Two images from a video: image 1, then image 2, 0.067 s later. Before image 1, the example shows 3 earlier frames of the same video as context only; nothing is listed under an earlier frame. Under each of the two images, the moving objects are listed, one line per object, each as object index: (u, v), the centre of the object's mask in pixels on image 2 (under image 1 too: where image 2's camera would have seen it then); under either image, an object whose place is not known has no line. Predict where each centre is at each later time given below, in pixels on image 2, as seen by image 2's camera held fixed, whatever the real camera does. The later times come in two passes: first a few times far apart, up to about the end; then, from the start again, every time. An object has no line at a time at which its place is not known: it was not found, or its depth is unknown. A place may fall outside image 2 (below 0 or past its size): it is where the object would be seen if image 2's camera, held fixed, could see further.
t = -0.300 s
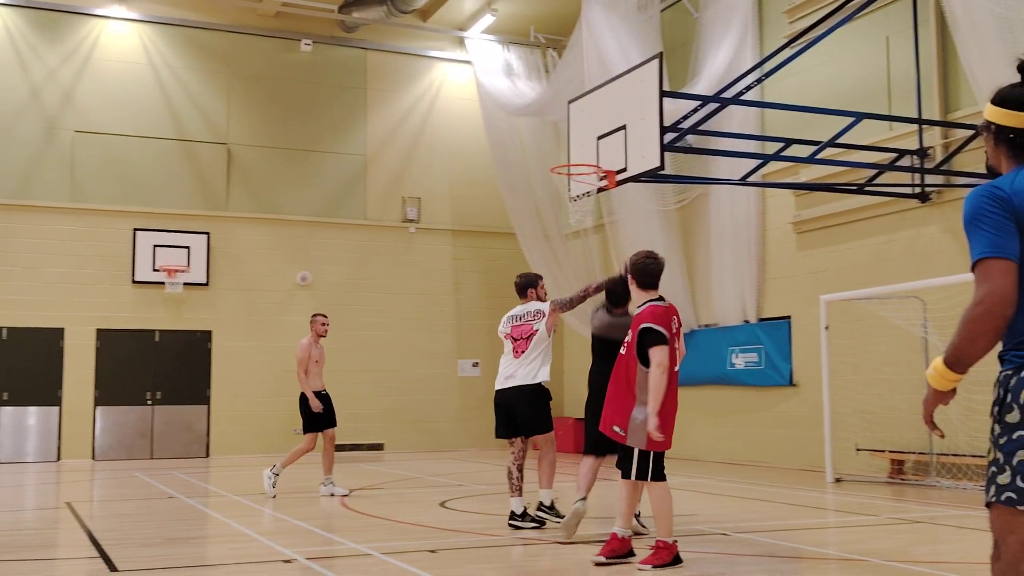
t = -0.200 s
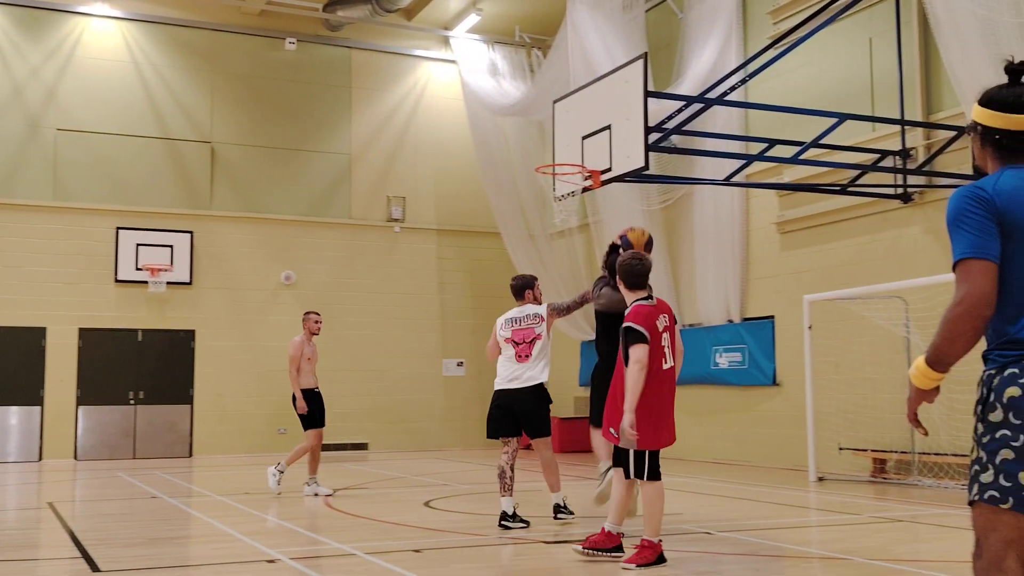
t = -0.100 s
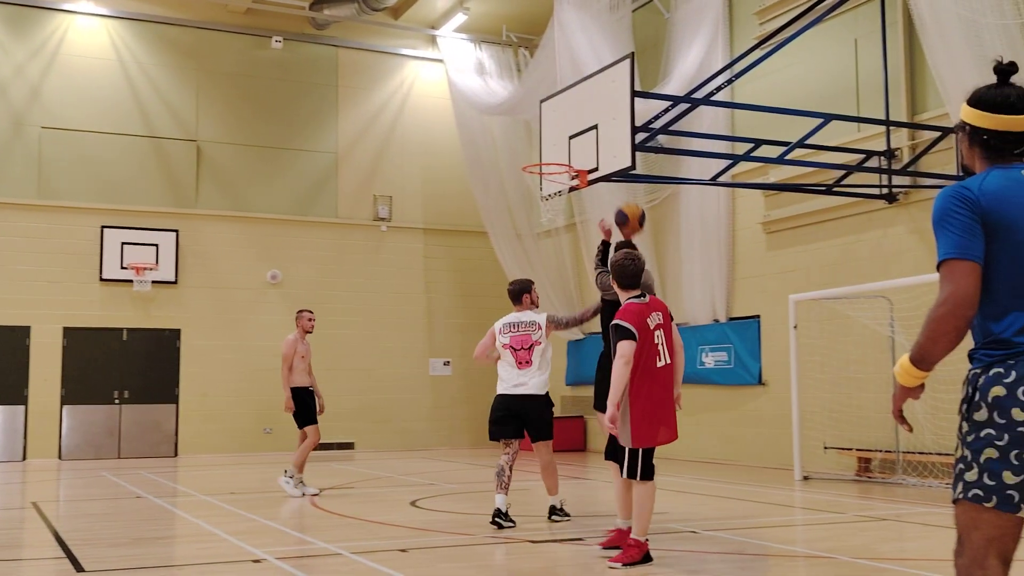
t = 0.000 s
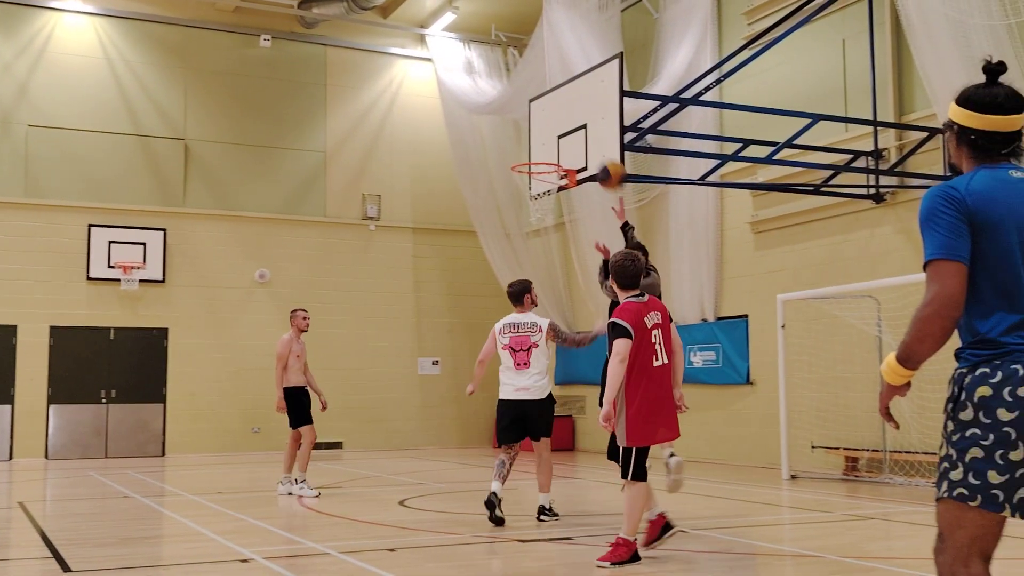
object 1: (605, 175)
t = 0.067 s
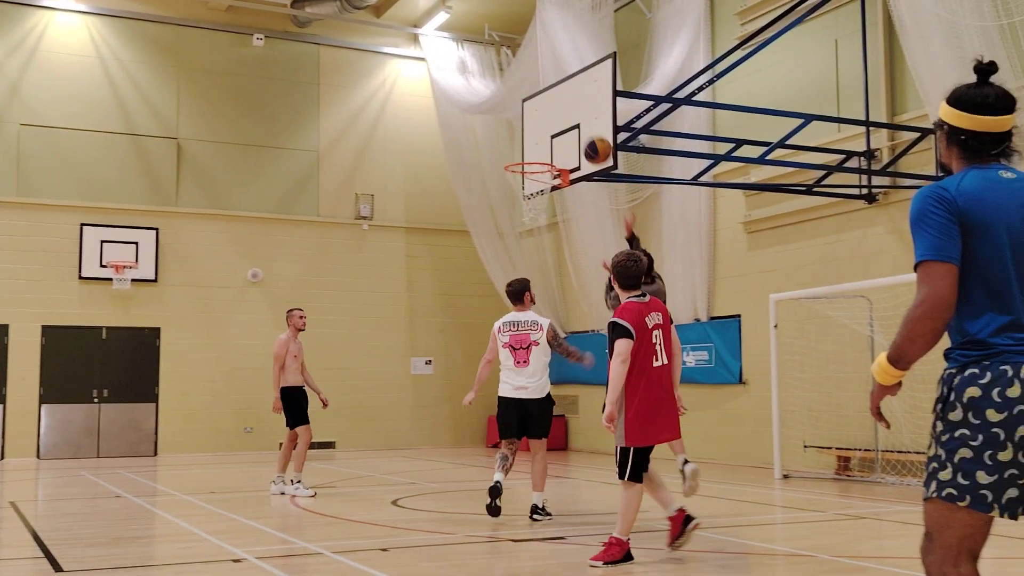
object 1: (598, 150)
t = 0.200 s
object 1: (585, 122)
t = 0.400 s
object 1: (568, 120)
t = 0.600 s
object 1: (556, 156)
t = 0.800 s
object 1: (536, 152)
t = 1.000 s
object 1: (524, 153)
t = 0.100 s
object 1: (594, 141)
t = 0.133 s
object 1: (591, 133)
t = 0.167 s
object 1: (588, 127)
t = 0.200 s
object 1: (585, 122)
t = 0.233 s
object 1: (582, 118)
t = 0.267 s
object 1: (579, 116)
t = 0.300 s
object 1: (576, 115)
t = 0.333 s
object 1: (573, 116)
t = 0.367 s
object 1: (571, 117)
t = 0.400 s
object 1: (568, 120)
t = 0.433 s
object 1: (566, 124)
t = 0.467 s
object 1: (563, 129)
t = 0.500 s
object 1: (561, 135)
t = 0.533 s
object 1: (559, 142)
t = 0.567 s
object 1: (557, 150)
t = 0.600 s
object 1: (556, 156)
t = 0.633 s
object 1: (554, 153)
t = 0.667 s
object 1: (550, 151)
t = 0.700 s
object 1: (547, 150)
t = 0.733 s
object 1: (543, 149)
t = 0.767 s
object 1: (540, 151)
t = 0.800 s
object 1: (536, 152)
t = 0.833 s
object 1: (533, 154)
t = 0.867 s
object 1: (530, 160)
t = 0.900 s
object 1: (529, 155)
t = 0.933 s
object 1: (527, 154)
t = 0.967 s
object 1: (525, 153)
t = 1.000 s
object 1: (524, 153)
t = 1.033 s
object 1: (523, 155)
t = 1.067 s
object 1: (521, 158)
